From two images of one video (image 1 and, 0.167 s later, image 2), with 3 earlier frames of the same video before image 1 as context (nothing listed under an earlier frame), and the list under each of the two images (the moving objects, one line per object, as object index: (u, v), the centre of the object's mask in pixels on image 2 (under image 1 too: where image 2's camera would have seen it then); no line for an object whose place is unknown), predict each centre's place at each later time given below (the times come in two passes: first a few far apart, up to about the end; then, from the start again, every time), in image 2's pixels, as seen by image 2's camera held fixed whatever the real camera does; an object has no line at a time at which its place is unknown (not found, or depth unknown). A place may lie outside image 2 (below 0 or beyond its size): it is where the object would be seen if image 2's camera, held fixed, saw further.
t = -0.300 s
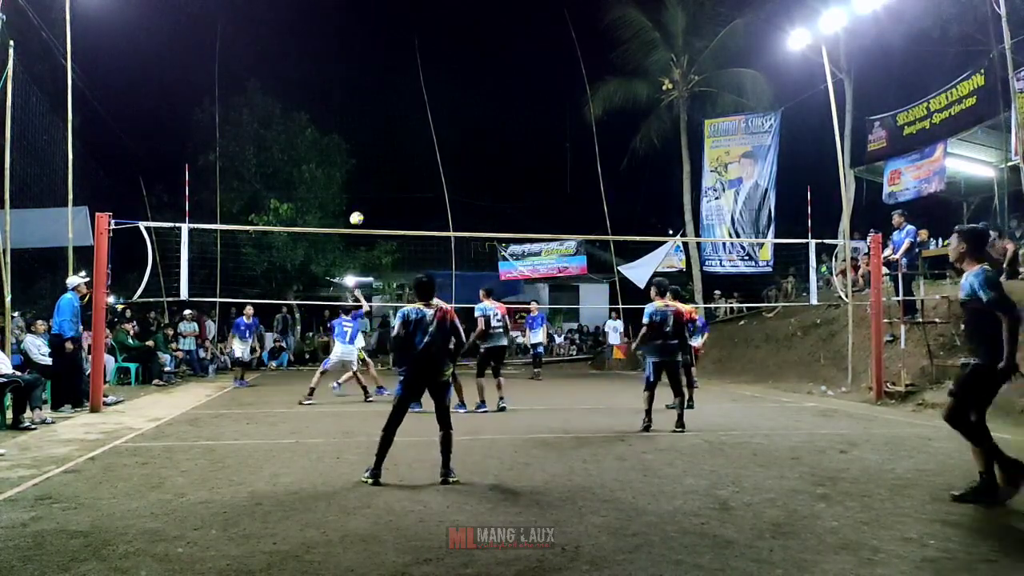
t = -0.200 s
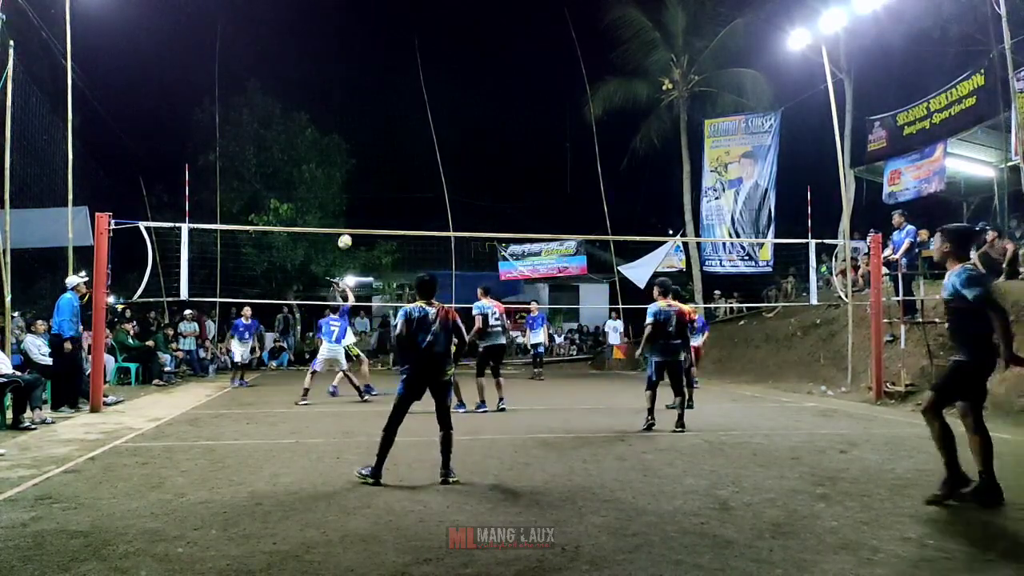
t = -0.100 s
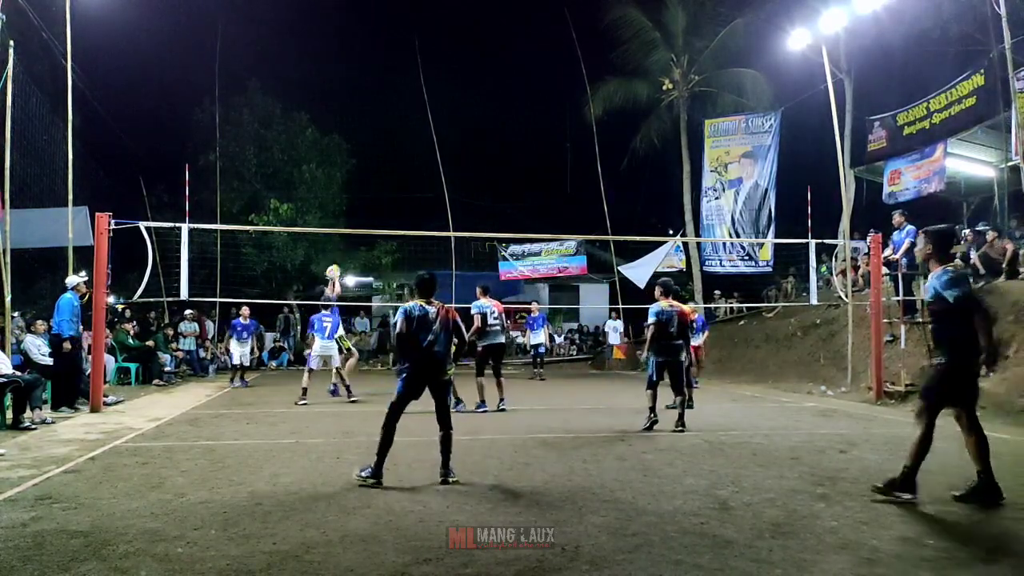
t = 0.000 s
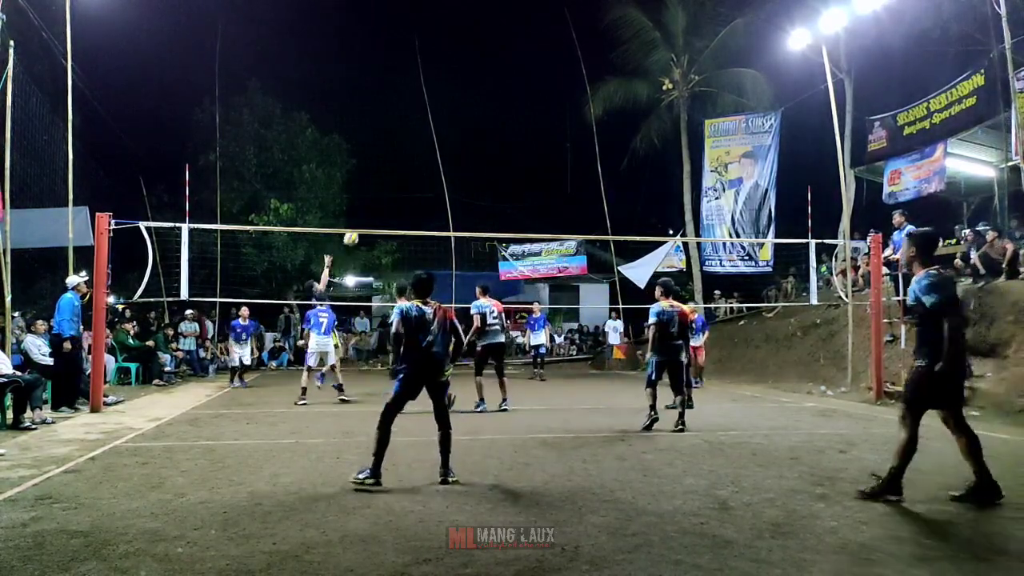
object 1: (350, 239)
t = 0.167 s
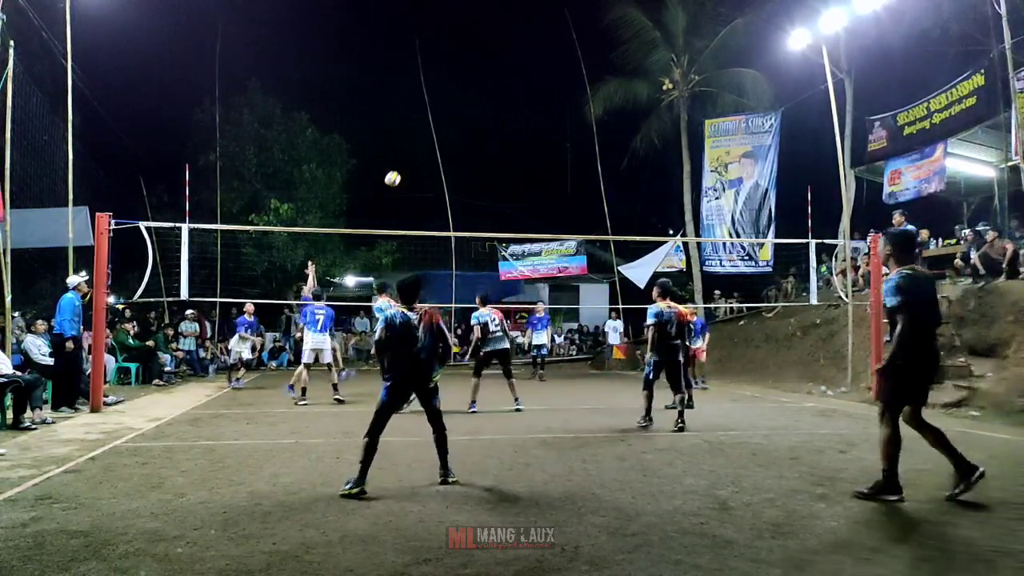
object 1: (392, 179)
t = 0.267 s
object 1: (417, 152)
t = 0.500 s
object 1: (475, 115)
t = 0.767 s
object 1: (535, 114)
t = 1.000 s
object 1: (590, 151)
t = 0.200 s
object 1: (401, 169)
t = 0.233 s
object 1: (409, 160)
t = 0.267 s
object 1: (417, 152)
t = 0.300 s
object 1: (426, 144)
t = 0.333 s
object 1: (434, 138)
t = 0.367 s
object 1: (442, 132)
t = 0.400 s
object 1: (450, 127)
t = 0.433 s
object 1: (458, 122)
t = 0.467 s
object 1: (466, 118)
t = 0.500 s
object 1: (475, 115)
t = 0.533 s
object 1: (483, 113)
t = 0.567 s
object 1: (491, 112)
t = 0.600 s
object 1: (499, 110)
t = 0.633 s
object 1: (507, 110)
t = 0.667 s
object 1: (515, 110)
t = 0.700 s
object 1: (523, 111)
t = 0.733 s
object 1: (527, 112)
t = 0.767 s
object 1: (535, 114)
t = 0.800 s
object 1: (543, 117)
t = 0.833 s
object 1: (551, 121)
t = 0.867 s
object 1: (558, 126)
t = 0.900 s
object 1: (566, 131)
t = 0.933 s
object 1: (574, 137)
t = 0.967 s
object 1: (582, 143)
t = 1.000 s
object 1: (590, 151)
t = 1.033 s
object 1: (597, 159)
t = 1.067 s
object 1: (605, 168)
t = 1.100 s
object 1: (612, 178)
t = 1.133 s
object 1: (620, 188)
